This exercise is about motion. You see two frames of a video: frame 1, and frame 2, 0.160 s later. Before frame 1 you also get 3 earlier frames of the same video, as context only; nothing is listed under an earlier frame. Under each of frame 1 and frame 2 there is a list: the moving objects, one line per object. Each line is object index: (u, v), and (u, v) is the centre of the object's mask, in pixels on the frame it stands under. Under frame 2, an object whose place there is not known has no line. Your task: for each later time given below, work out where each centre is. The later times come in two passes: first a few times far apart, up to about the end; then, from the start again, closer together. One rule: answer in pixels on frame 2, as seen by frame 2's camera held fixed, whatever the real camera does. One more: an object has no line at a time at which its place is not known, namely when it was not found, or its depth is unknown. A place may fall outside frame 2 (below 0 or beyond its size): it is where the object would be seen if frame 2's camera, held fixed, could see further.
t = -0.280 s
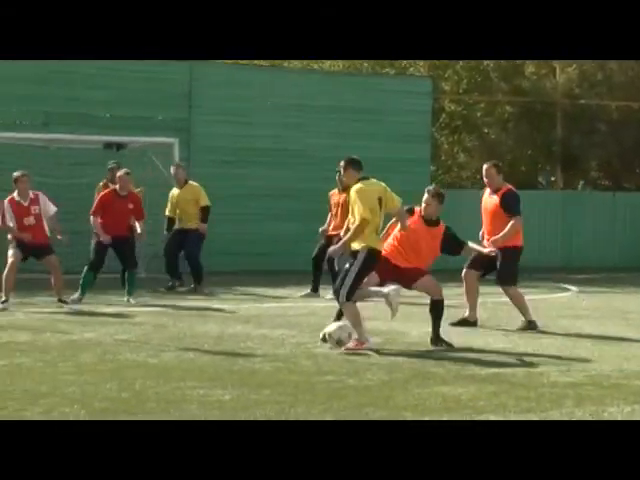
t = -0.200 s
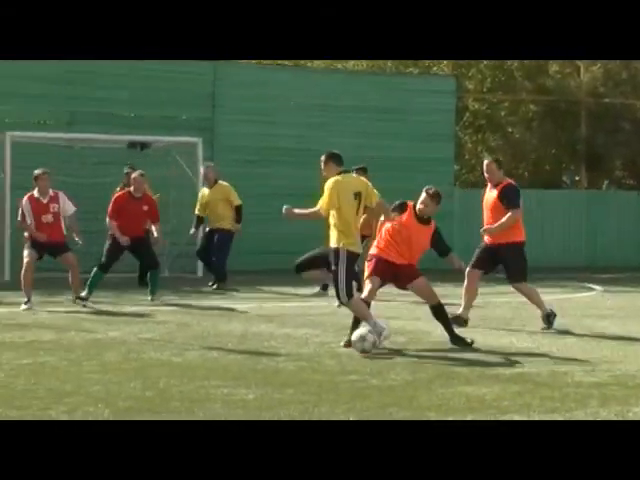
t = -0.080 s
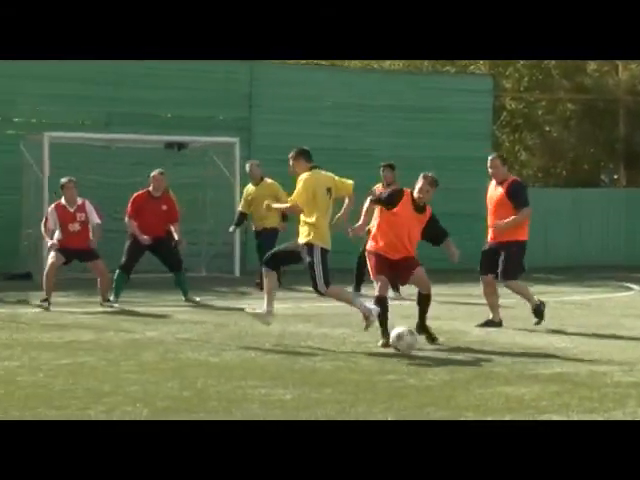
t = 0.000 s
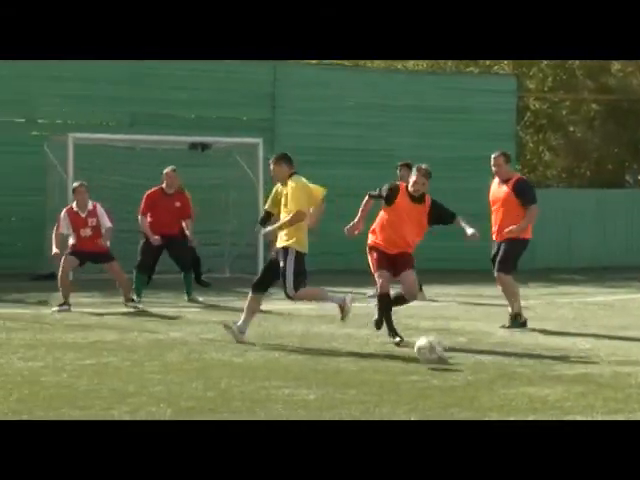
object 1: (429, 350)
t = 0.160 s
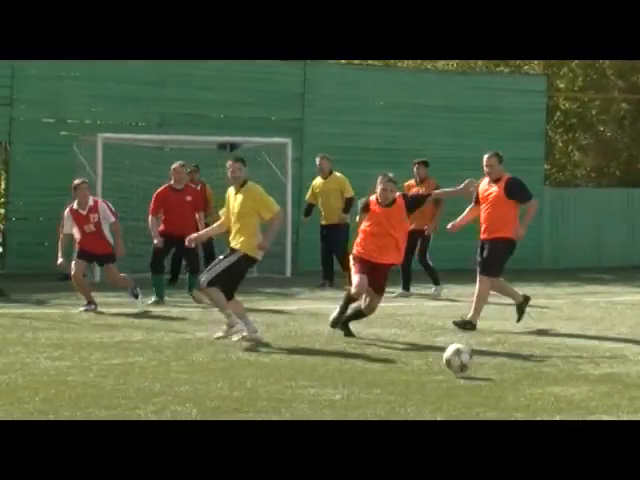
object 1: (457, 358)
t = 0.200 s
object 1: (458, 362)
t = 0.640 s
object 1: (469, 386)
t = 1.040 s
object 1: (477, 421)
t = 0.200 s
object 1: (458, 362)
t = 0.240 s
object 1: (459, 366)
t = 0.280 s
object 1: (460, 367)
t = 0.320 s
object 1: (462, 369)
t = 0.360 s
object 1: (462, 374)
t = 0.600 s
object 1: (468, 383)
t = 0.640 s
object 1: (469, 386)
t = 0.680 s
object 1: (470, 392)
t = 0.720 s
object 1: (470, 396)
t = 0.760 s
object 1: (470, 395)
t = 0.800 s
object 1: (471, 395)
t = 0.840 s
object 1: (472, 399)
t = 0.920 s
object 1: (473, 414)
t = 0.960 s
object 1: (475, 415)
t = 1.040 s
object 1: (477, 421)
